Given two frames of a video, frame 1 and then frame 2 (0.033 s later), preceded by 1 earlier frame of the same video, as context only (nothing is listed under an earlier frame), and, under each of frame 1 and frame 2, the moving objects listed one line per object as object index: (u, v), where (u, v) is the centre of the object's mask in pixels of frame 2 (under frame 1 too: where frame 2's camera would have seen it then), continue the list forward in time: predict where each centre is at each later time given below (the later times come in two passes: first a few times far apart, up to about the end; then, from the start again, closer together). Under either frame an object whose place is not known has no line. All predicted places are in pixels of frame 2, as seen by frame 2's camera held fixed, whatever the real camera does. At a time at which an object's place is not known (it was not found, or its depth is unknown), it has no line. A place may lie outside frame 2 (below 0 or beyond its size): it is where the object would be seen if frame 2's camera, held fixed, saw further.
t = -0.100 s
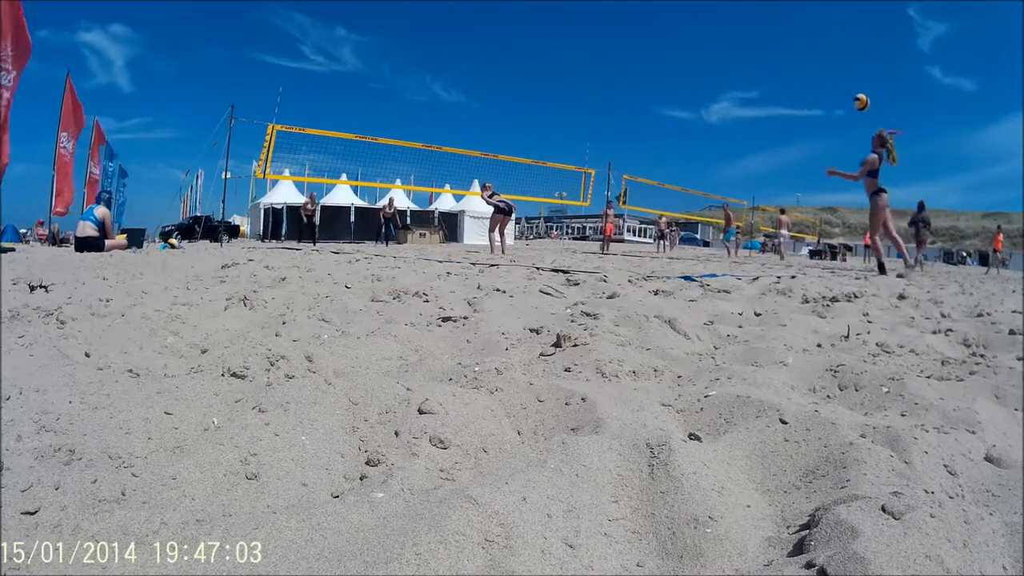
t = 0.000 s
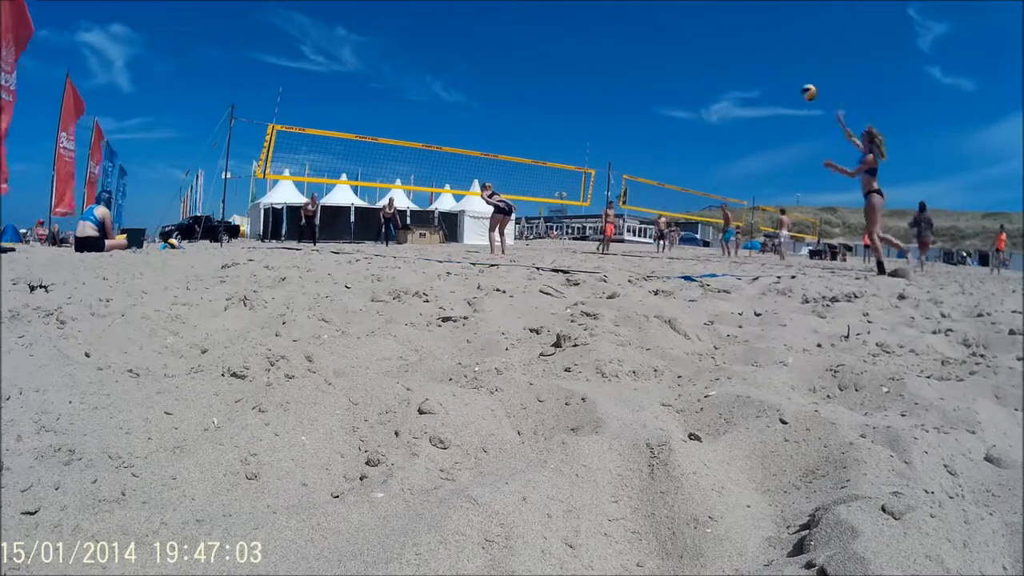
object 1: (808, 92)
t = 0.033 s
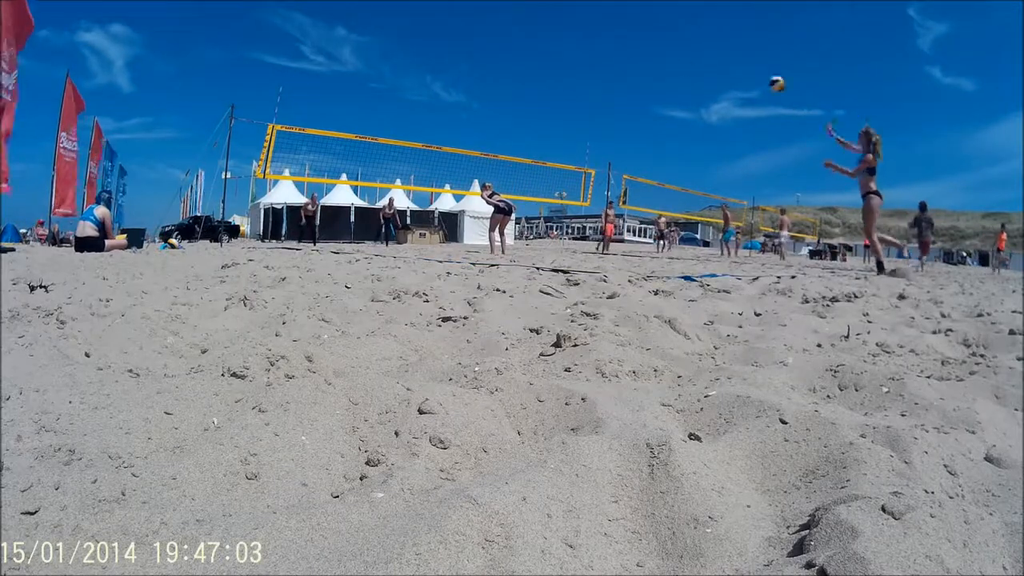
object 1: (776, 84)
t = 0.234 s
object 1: (606, 64)
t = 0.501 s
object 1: (449, 88)
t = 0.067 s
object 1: (745, 77)
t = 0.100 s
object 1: (714, 72)
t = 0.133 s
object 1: (685, 68)
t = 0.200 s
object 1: (630, 64)
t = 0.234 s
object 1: (606, 64)
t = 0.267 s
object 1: (583, 64)
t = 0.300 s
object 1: (559, 66)
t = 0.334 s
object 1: (538, 69)
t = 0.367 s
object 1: (517, 72)
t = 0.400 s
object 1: (500, 76)
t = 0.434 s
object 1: (483, 80)
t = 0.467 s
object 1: (466, 83)
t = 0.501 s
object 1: (449, 88)
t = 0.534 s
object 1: (435, 93)
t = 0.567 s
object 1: (421, 97)
